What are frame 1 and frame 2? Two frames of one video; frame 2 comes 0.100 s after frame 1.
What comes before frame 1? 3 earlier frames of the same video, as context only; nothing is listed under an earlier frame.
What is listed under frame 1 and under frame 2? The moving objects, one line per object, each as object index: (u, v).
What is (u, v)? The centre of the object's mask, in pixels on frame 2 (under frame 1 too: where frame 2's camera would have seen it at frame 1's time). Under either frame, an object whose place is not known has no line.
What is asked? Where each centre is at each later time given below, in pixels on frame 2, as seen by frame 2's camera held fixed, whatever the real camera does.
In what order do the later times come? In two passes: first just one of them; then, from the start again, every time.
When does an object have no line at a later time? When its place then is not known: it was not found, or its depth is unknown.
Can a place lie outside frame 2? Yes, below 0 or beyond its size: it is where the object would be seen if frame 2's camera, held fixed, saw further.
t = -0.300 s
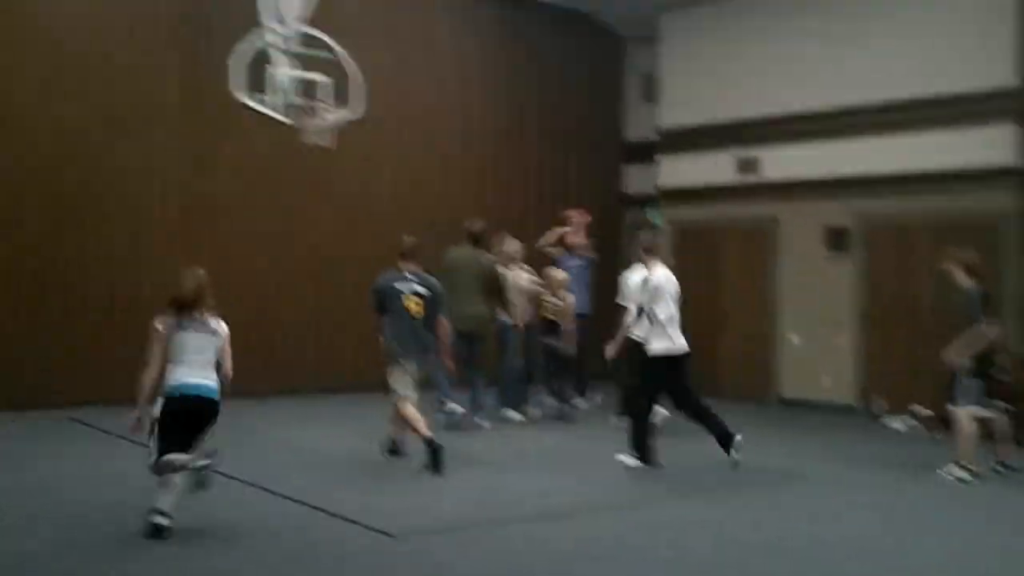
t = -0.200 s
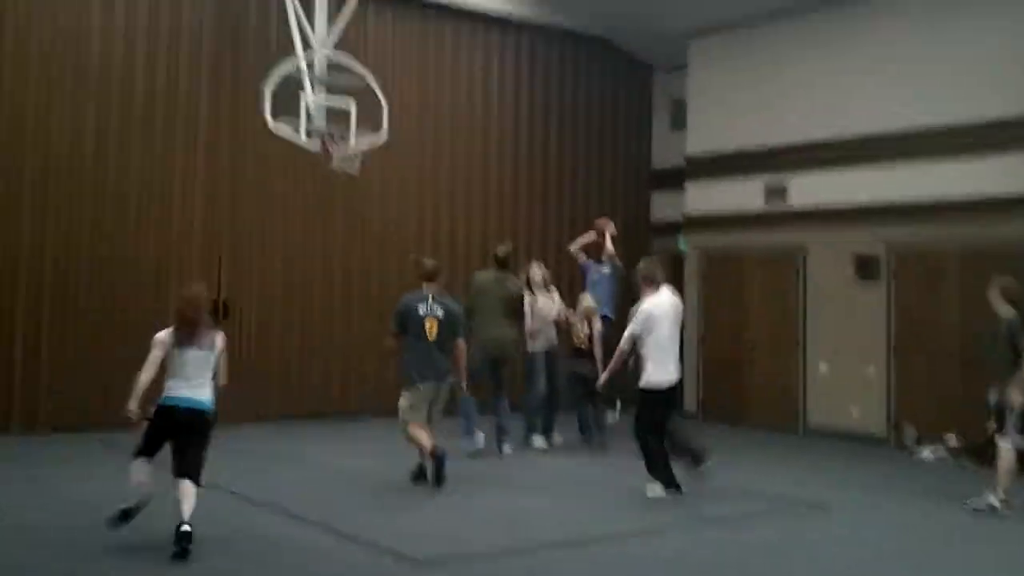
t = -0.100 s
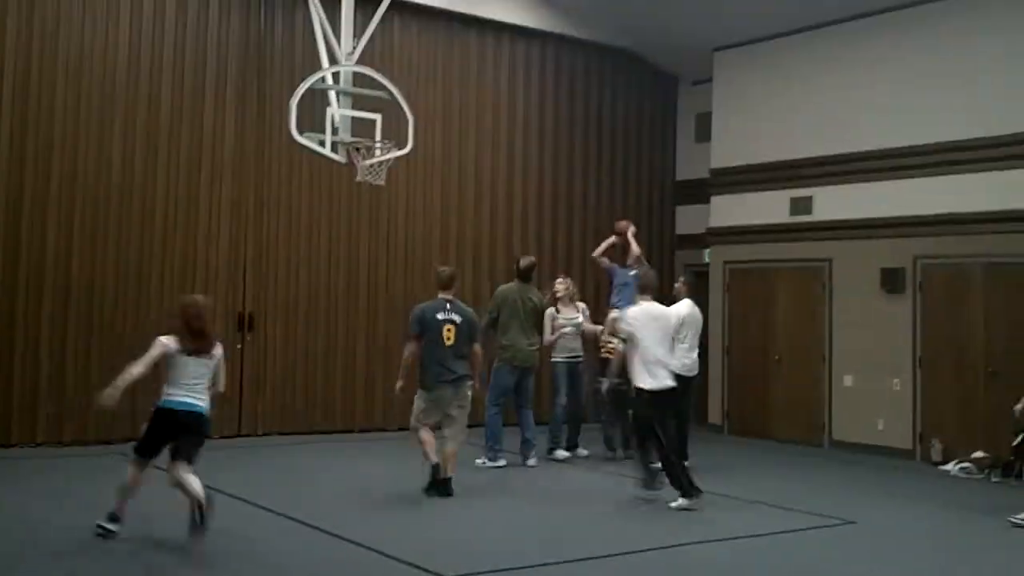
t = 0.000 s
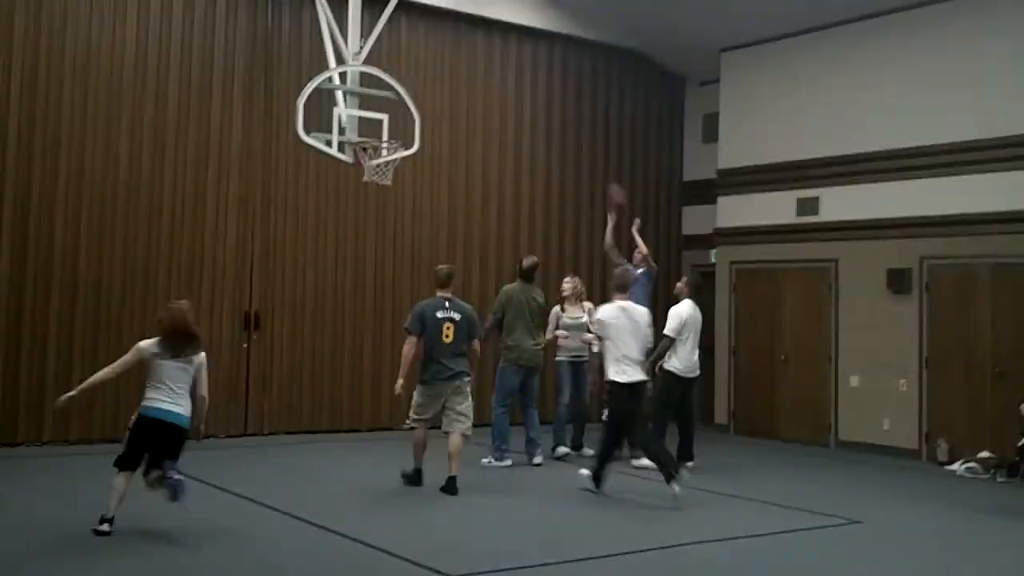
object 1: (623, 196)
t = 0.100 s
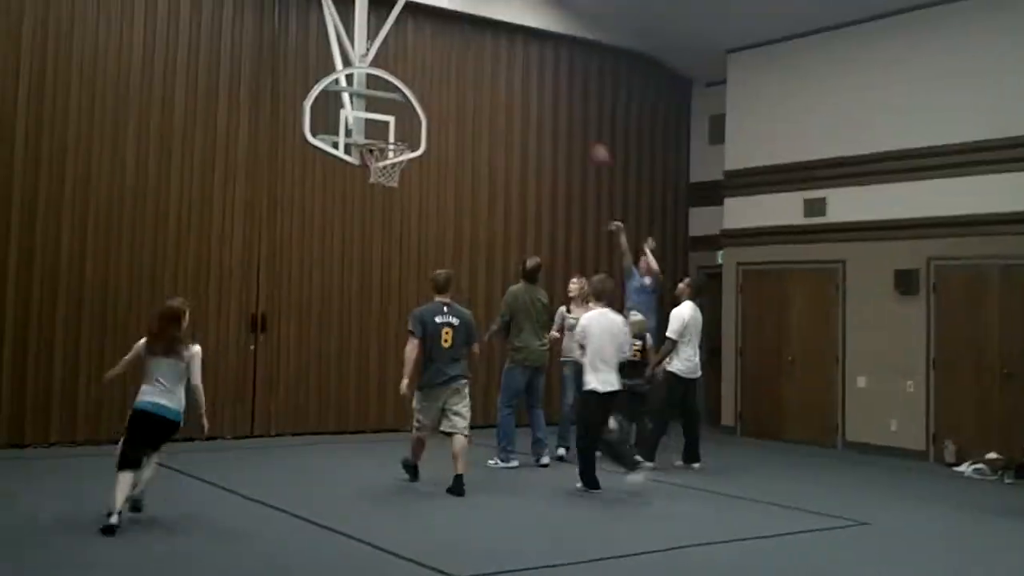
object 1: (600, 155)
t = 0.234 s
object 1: (569, 111)
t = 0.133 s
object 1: (594, 142)
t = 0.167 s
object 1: (586, 130)
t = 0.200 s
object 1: (578, 122)
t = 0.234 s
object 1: (569, 111)
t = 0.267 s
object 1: (562, 104)
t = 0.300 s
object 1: (554, 95)
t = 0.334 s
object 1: (544, 89)
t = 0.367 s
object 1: (536, 83)
